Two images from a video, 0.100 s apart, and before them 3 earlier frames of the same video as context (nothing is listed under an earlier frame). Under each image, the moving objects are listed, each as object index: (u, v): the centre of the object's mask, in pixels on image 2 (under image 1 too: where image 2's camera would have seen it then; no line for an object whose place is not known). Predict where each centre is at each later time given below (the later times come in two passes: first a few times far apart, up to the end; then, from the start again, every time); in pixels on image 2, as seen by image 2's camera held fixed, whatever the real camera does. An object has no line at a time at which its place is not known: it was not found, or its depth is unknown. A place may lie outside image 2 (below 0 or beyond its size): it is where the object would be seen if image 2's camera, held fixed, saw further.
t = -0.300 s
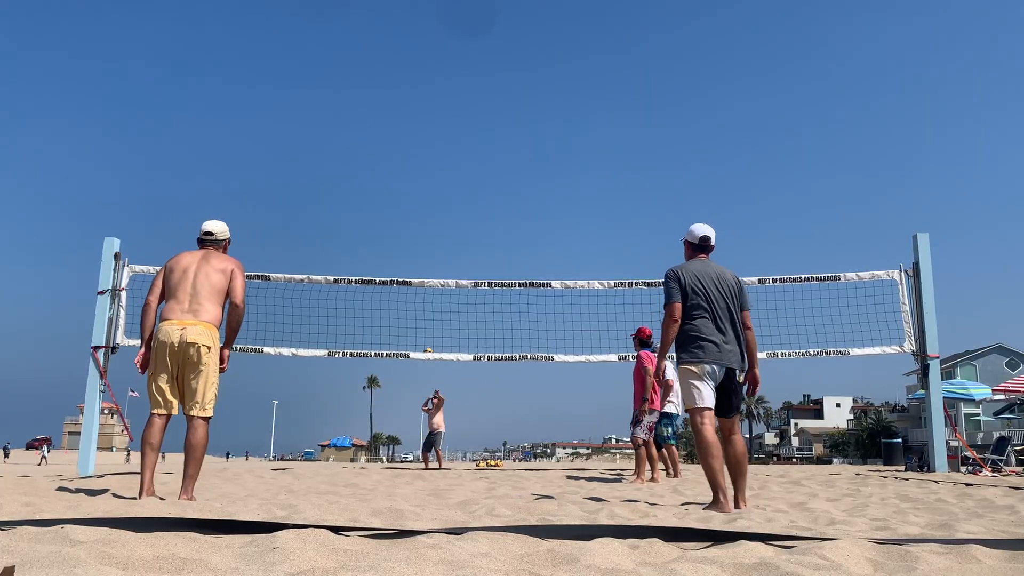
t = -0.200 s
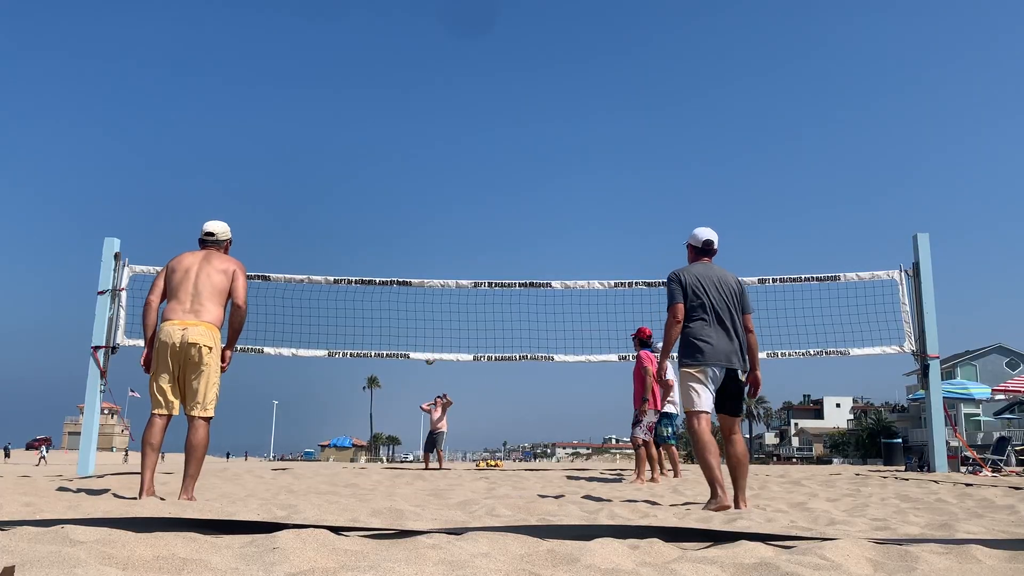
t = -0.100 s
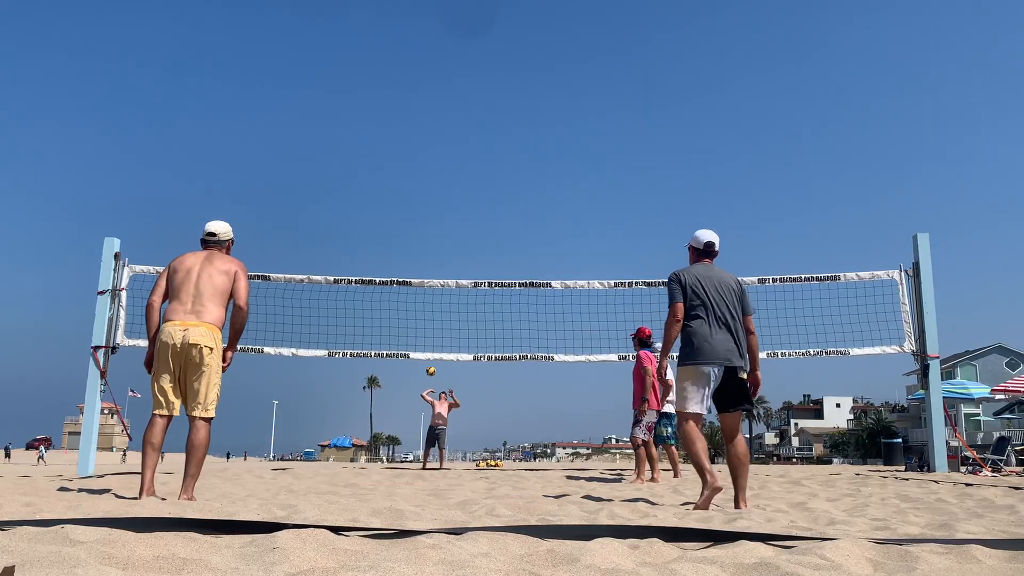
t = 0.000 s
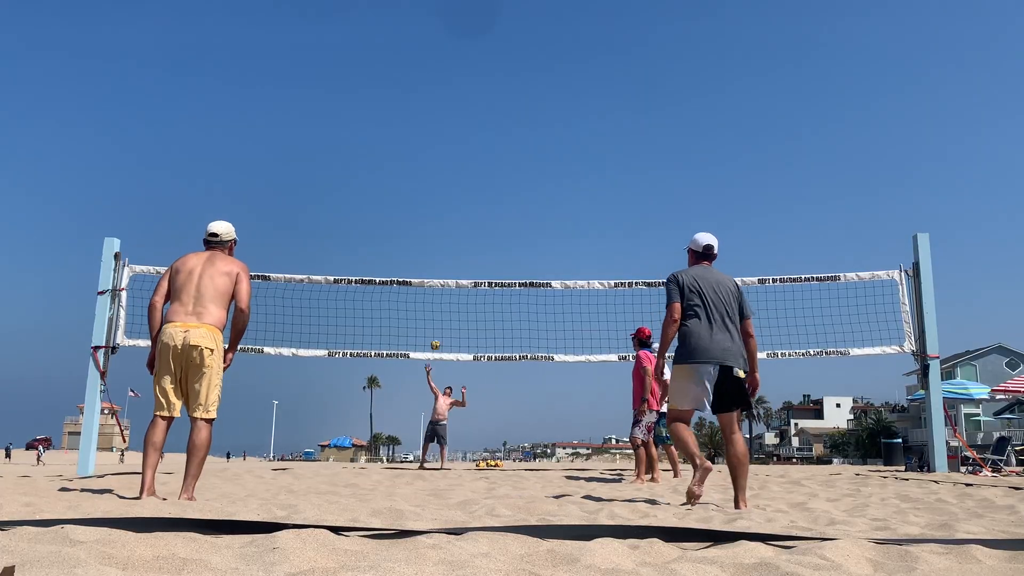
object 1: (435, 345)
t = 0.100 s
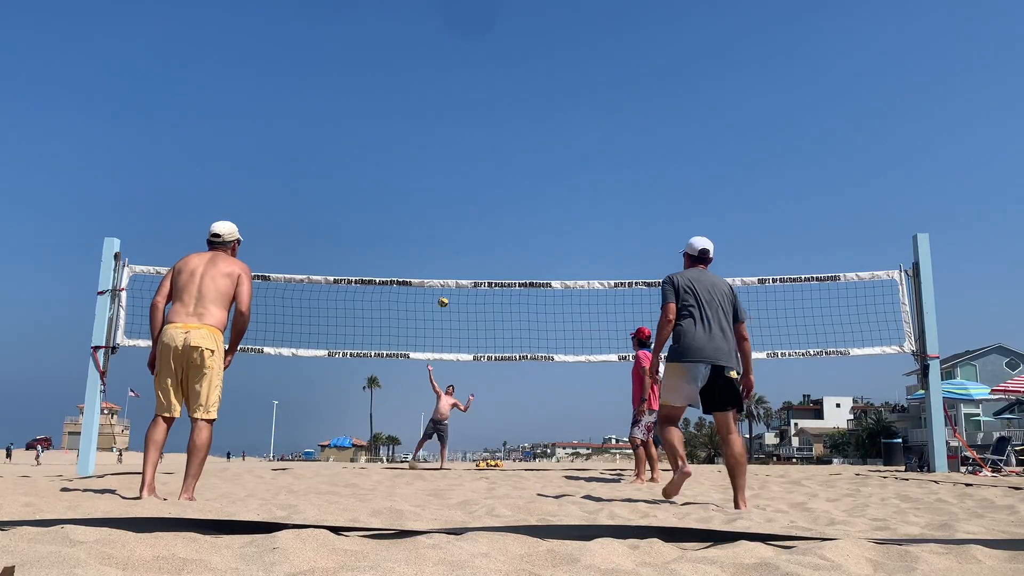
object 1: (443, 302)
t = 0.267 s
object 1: (458, 235)
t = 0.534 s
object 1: (489, 146)
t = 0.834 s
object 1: (538, 79)
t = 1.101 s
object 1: (596, 57)
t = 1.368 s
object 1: (676, 85)
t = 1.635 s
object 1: (789, 182)
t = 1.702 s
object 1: (824, 222)
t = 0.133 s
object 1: (446, 290)
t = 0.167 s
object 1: (449, 275)
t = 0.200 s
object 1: (452, 261)
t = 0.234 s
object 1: (455, 248)
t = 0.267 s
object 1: (458, 235)
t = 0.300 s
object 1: (461, 223)
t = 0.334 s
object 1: (465, 211)
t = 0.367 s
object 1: (468, 199)
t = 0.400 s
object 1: (472, 188)
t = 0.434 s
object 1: (477, 177)
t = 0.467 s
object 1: (480, 166)
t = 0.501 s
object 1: (485, 156)
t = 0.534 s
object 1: (489, 146)
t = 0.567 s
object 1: (494, 137)
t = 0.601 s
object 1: (499, 128)
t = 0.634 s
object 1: (503, 120)
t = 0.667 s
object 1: (509, 112)
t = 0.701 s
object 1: (514, 104)
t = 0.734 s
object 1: (520, 97)
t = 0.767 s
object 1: (526, 90)
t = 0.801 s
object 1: (531, 84)
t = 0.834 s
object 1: (538, 79)
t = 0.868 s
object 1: (544, 74)
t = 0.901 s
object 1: (551, 69)
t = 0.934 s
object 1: (558, 66)
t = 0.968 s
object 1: (565, 62)
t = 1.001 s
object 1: (572, 60)
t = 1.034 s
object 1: (580, 58)
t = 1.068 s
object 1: (588, 57)
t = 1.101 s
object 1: (596, 57)
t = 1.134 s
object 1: (605, 57)
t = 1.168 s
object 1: (614, 58)
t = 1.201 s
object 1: (623, 60)
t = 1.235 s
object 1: (633, 63)
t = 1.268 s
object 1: (643, 67)
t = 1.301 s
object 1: (654, 72)
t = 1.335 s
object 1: (665, 78)
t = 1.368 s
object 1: (676, 85)
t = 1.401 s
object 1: (688, 93)
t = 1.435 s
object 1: (701, 101)
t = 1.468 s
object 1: (714, 111)
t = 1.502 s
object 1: (728, 123)
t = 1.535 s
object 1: (742, 136)
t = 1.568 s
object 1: (757, 150)
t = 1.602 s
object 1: (773, 165)
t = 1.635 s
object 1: (789, 182)
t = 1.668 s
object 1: (807, 202)
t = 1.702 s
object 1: (824, 222)
